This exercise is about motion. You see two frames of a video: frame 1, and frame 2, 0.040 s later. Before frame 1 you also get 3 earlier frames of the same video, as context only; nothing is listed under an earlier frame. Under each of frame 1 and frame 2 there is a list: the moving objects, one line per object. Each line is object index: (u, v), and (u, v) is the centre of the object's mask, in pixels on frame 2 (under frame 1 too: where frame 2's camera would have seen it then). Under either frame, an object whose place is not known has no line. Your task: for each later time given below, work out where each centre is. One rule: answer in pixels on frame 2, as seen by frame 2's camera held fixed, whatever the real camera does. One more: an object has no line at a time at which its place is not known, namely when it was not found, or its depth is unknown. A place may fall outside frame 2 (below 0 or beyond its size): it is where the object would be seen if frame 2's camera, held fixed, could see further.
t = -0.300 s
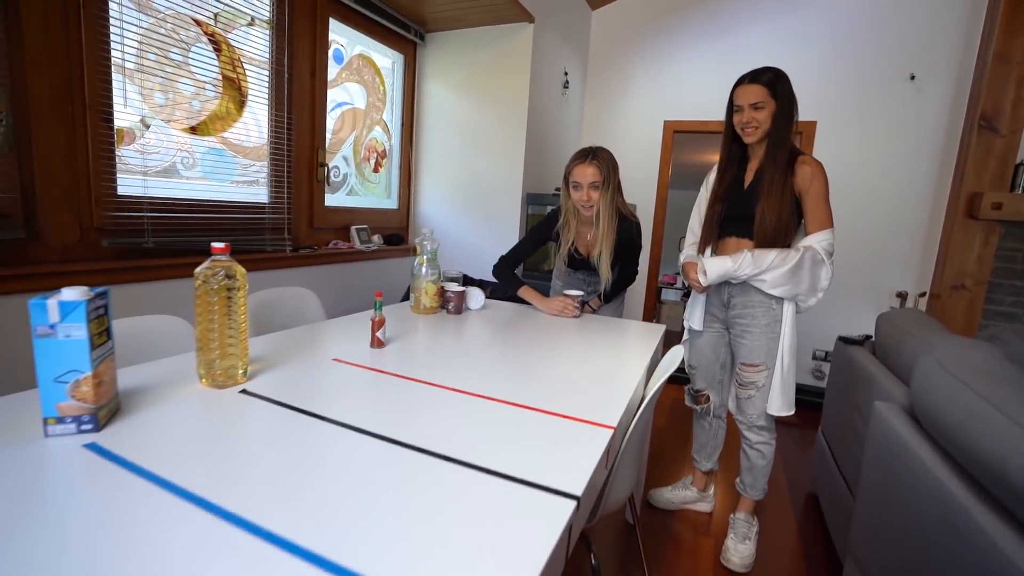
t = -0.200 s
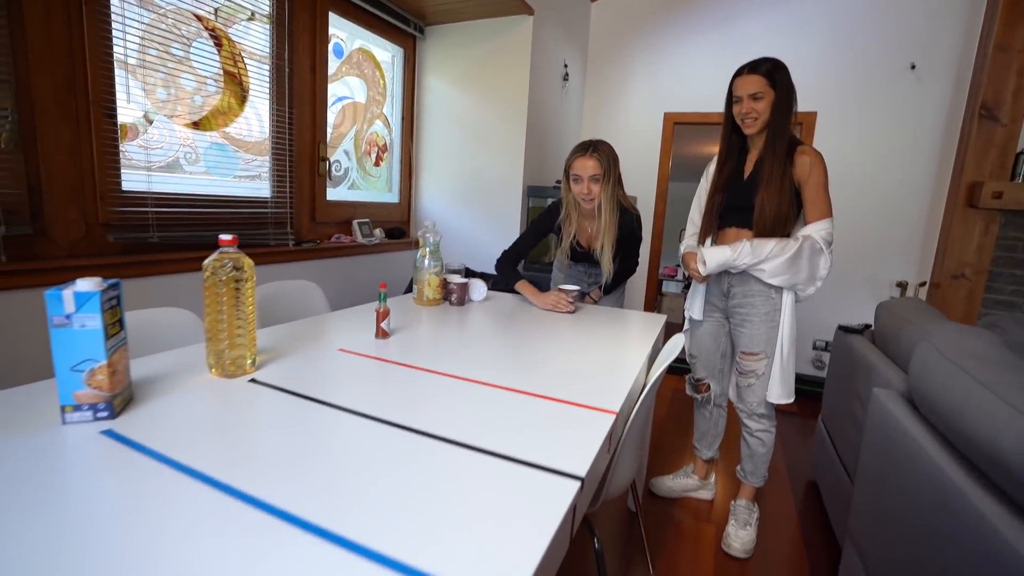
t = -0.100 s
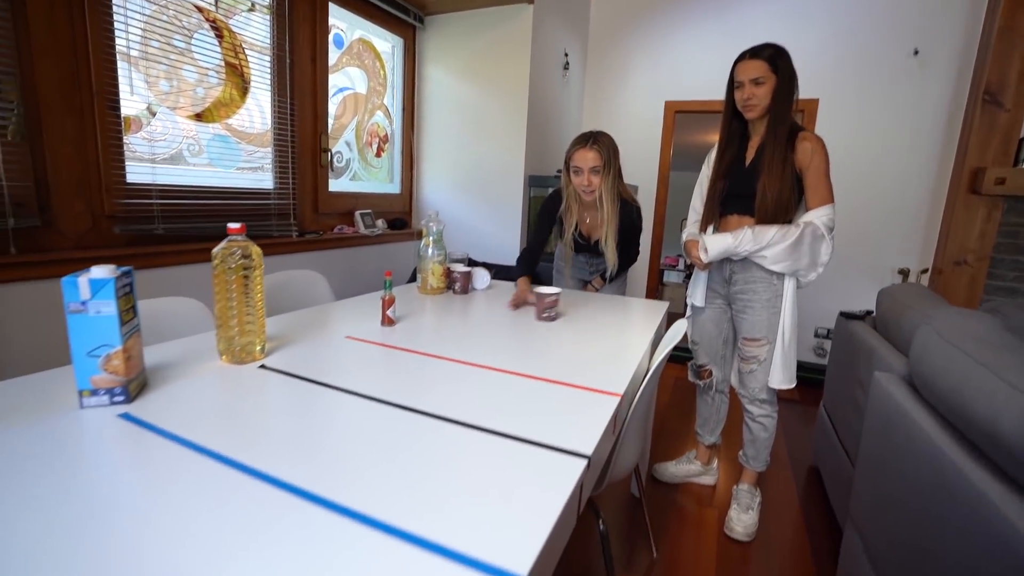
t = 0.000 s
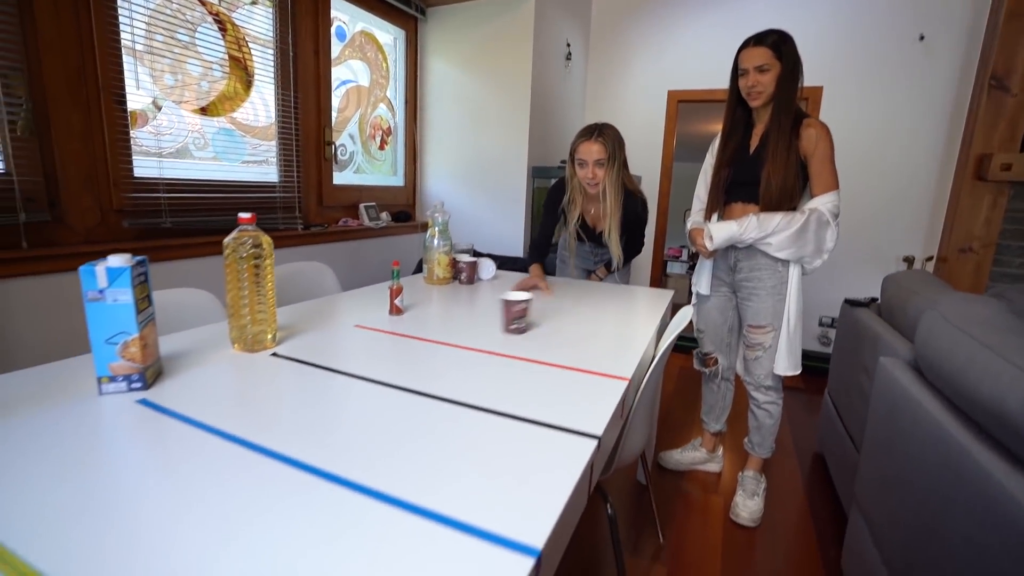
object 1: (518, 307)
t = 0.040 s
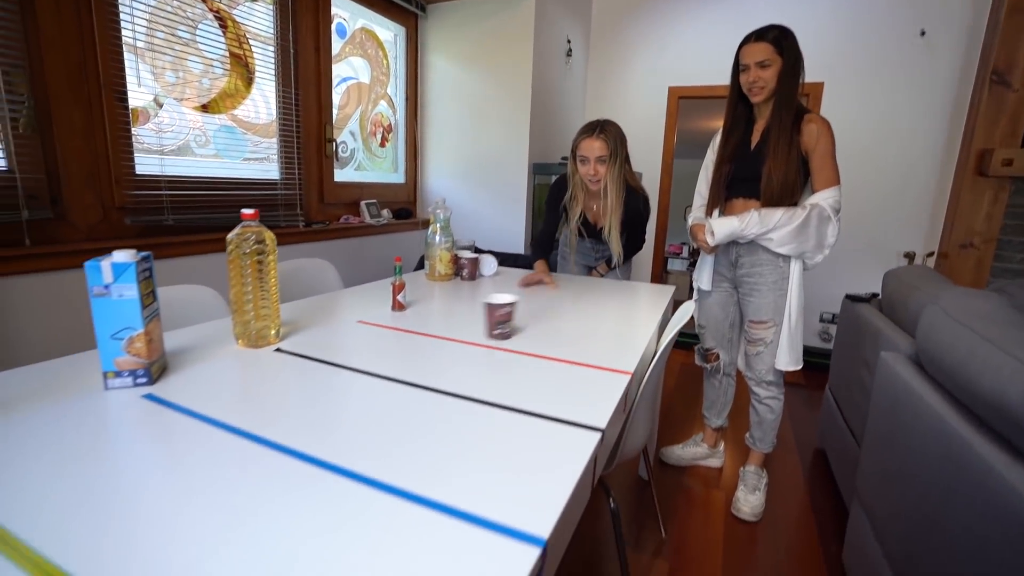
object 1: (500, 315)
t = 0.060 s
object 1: (490, 319)
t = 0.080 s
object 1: (481, 322)
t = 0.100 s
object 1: (472, 327)
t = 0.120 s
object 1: (462, 332)
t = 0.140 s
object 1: (453, 337)
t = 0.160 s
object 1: (443, 342)
